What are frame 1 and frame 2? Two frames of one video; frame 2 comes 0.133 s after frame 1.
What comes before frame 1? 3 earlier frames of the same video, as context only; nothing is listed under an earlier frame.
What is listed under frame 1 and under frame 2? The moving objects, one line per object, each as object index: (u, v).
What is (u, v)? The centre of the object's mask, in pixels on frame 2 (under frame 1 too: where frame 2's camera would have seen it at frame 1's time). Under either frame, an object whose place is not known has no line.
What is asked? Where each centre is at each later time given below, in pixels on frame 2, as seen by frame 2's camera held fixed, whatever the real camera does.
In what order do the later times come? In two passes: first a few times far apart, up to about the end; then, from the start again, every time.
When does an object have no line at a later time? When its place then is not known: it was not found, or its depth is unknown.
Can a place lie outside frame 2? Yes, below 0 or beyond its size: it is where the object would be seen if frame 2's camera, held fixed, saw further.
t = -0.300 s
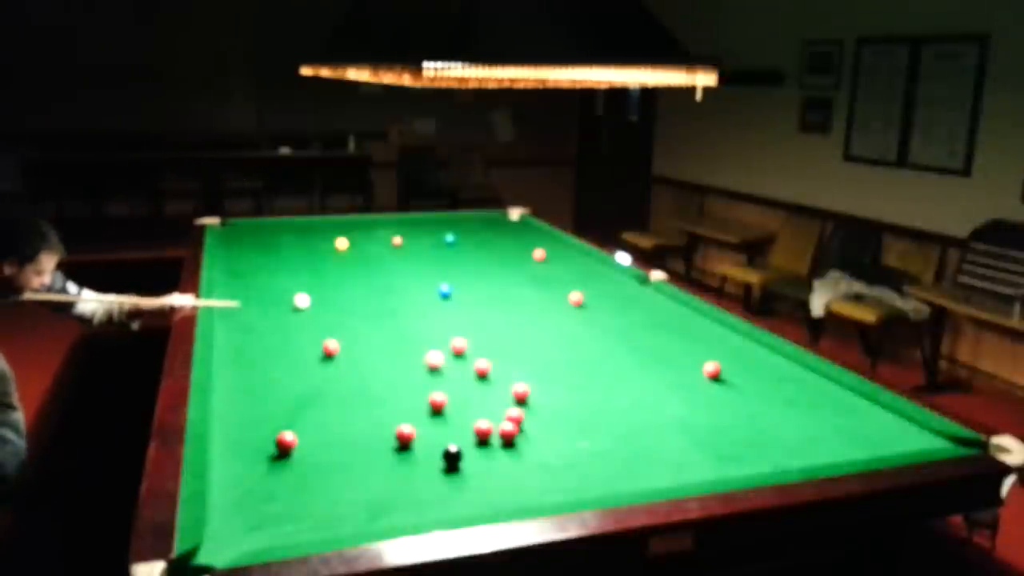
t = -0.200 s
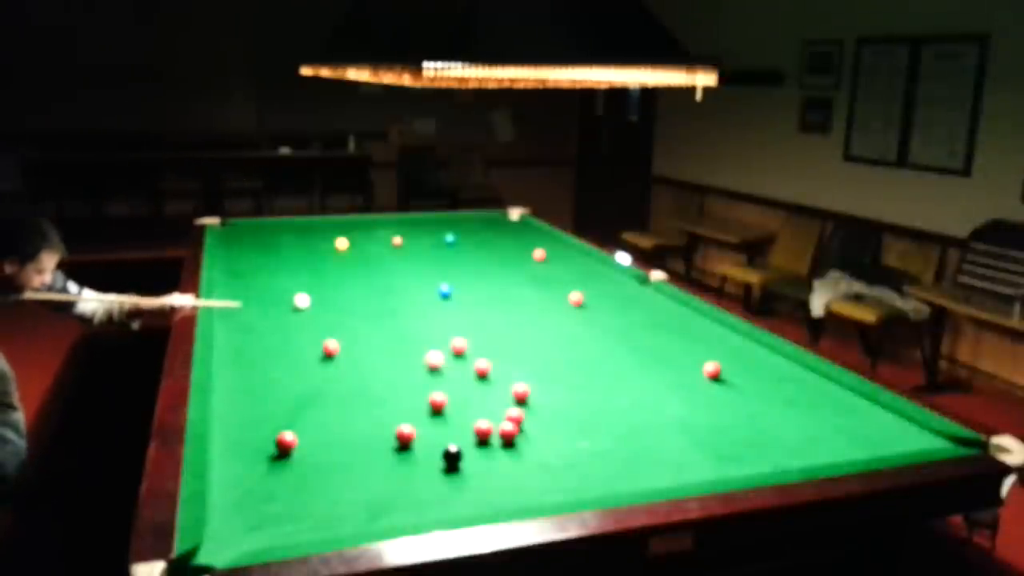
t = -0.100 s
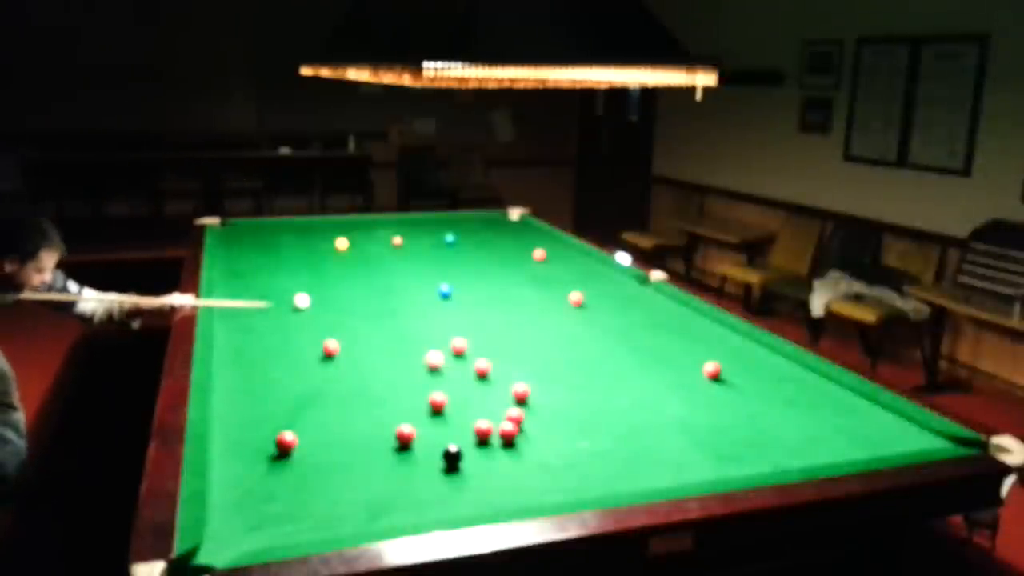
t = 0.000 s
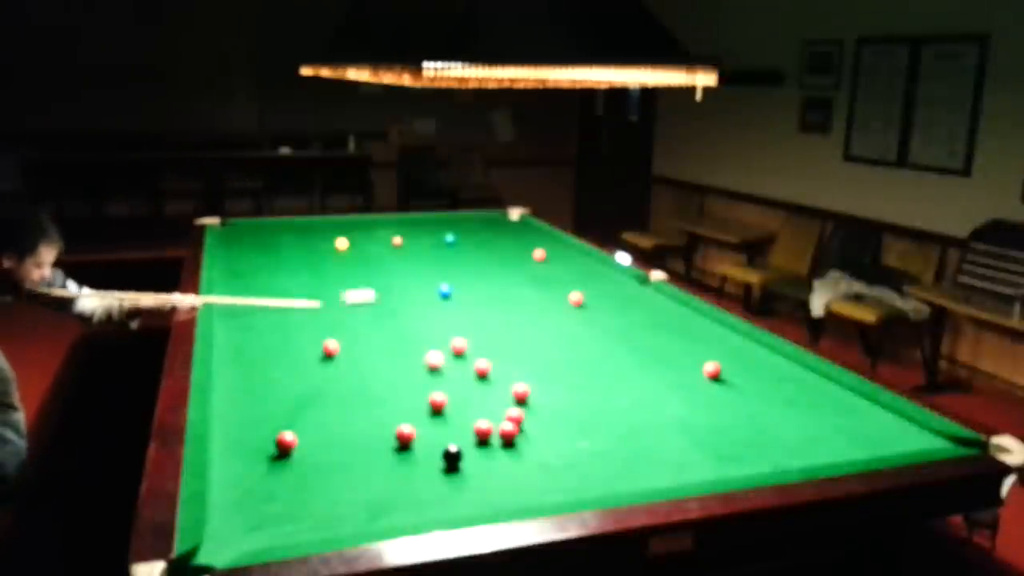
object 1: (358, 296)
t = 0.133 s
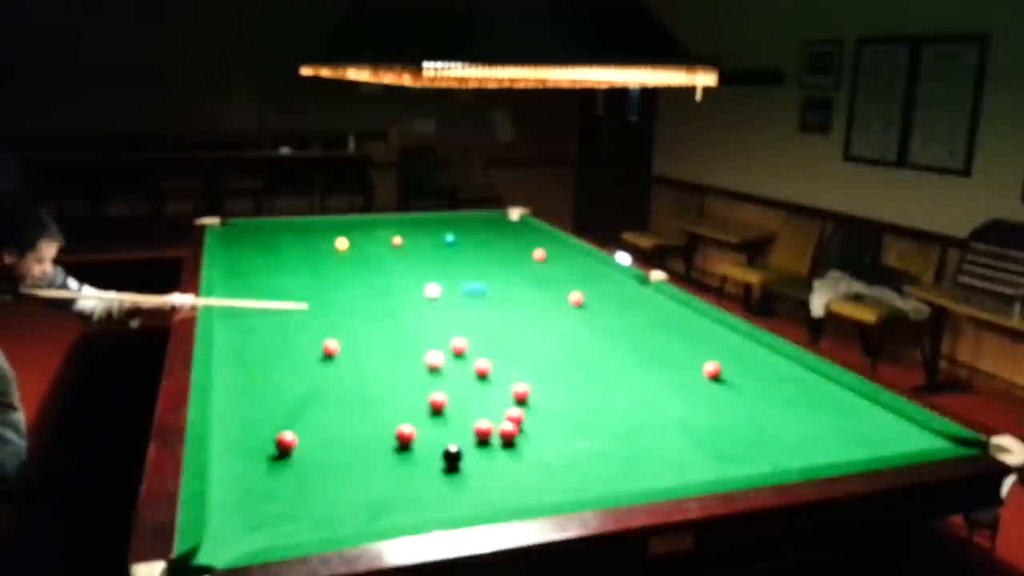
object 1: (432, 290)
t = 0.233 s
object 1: (426, 290)
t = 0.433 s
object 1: (410, 291)
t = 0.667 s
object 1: (393, 293)
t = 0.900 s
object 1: (378, 293)
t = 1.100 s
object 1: (365, 294)
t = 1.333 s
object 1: (352, 295)
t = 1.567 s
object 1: (341, 296)
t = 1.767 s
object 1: (333, 296)
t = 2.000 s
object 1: (324, 297)
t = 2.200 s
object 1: (318, 297)
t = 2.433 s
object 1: (313, 298)
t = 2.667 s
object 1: (310, 298)
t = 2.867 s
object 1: (309, 298)
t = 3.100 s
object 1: (309, 298)
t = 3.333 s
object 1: (309, 298)
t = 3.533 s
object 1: (309, 298)
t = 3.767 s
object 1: (309, 298)
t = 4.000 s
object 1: (309, 298)
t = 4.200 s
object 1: (309, 298)
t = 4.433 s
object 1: (309, 298)
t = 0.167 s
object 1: (431, 290)
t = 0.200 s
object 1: (429, 290)
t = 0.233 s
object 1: (426, 290)
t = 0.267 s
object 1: (423, 290)
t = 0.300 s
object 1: (421, 291)
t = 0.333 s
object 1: (418, 291)
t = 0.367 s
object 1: (415, 291)
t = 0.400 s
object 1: (413, 291)
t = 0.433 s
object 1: (410, 291)
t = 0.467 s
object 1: (408, 291)
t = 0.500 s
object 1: (405, 292)
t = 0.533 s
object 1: (403, 292)
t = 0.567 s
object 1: (400, 292)
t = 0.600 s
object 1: (398, 292)
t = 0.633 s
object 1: (395, 292)
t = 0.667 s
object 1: (393, 293)
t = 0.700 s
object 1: (391, 293)
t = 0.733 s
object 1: (389, 292)
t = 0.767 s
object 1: (386, 293)
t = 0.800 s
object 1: (384, 293)
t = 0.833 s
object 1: (382, 293)
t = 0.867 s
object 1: (380, 293)
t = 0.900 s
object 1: (378, 293)
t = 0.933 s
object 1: (375, 293)
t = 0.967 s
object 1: (373, 294)
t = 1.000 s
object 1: (371, 294)
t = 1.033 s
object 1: (369, 294)
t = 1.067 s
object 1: (367, 294)
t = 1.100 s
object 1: (365, 294)
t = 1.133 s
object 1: (363, 294)
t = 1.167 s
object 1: (361, 294)
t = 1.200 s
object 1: (359, 294)
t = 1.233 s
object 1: (358, 295)
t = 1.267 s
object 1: (356, 295)
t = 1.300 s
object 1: (354, 295)
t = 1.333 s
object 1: (352, 295)
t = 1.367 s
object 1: (351, 295)
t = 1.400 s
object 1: (349, 295)
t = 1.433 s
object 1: (347, 295)
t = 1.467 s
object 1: (346, 295)
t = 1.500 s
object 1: (344, 295)
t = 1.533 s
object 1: (342, 296)
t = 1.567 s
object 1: (341, 296)
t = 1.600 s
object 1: (340, 296)
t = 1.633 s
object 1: (338, 296)
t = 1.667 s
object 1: (337, 296)
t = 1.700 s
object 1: (335, 296)
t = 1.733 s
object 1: (334, 296)
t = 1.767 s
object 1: (333, 296)
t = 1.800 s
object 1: (332, 296)
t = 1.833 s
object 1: (330, 297)
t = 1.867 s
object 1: (329, 297)
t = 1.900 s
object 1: (328, 297)
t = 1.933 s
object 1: (327, 297)
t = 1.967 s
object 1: (326, 297)
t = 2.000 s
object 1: (324, 297)
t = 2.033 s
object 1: (323, 297)
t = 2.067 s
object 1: (322, 297)
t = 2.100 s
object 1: (321, 297)
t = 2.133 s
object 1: (321, 297)
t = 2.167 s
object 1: (319, 297)
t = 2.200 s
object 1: (318, 297)
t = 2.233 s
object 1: (318, 297)
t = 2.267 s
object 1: (317, 298)
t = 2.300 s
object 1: (316, 298)
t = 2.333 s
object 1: (315, 298)
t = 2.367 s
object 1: (315, 298)
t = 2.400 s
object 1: (314, 298)
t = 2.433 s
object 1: (313, 298)
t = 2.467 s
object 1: (313, 298)
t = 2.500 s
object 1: (312, 298)
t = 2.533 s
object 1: (312, 298)
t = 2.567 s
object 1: (311, 298)
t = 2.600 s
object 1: (311, 298)
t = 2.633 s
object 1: (310, 298)
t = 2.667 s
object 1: (310, 298)
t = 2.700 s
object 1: (310, 298)
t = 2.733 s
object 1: (309, 298)
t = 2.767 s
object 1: (309, 298)
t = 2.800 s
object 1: (309, 298)
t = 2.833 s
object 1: (309, 298)
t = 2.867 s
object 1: (309, 298)
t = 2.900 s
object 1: (309, 298)
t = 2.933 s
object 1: (309, 298)
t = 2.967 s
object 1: (309, 298)
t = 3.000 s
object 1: (309, 298)
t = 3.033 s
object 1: (309, 298)
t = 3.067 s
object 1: (309, 298)
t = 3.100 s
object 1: (309, 298)
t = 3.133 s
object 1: (309, 298)
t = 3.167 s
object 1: (309, 298)
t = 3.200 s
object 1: (309, 298)
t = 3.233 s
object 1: (309, 298)
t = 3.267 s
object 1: (309, 298)
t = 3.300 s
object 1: (309, 298)
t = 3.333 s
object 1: (309, 298)
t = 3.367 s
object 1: (309, 298)
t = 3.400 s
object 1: (309, 298)
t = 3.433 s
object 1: (309, 298)
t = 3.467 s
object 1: (309, 298)
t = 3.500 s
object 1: (309, 298)
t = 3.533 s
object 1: (309, 298)
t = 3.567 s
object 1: (309, 298)
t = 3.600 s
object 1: (309, 298)
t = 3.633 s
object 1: (309, 298)
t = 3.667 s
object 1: (309, 298)
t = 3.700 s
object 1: (309, 298)
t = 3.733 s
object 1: (309, 298)
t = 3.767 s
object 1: (309, 298)
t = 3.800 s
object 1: (309, 298)
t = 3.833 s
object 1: (309, 298)
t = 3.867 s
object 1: (309, 298)
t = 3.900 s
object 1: (309, 298)
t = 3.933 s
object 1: (309, 298)
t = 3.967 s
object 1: (309, 298)
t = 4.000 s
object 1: (309, 298)
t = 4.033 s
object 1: (309, 298)
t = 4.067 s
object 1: (309, 298)
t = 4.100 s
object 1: (309, 298)
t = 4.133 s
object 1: (309, 298)
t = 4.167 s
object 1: (309, 298)
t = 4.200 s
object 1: (309, 298)
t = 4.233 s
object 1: (309, 298)
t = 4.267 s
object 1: (309, 298)
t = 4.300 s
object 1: (309, 298)
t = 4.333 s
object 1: (309, 298)
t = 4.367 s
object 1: (309, 298)
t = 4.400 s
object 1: (309, 298)
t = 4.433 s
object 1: (309, 298)
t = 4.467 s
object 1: (309, 298)
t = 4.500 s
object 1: (309, 298)
